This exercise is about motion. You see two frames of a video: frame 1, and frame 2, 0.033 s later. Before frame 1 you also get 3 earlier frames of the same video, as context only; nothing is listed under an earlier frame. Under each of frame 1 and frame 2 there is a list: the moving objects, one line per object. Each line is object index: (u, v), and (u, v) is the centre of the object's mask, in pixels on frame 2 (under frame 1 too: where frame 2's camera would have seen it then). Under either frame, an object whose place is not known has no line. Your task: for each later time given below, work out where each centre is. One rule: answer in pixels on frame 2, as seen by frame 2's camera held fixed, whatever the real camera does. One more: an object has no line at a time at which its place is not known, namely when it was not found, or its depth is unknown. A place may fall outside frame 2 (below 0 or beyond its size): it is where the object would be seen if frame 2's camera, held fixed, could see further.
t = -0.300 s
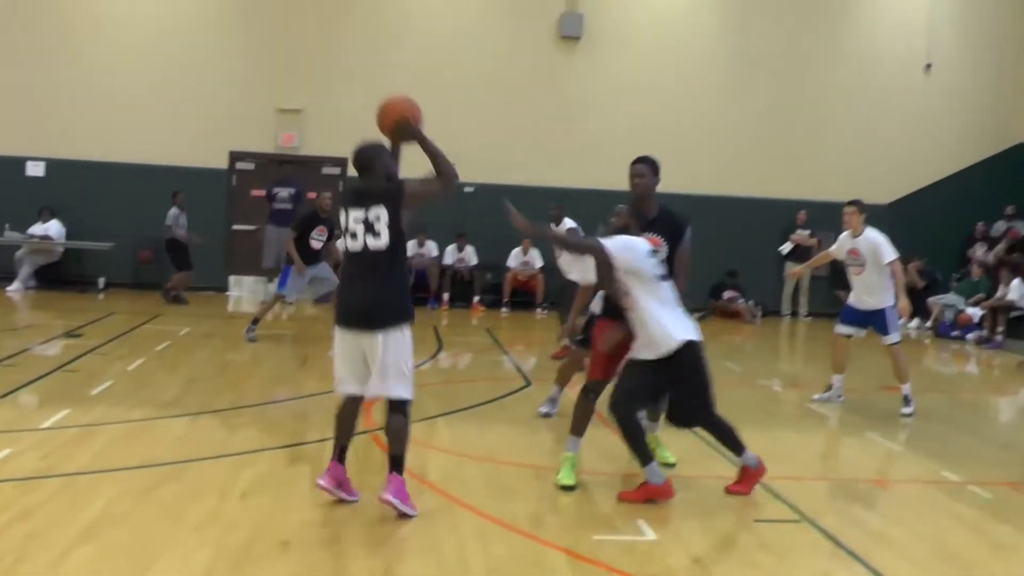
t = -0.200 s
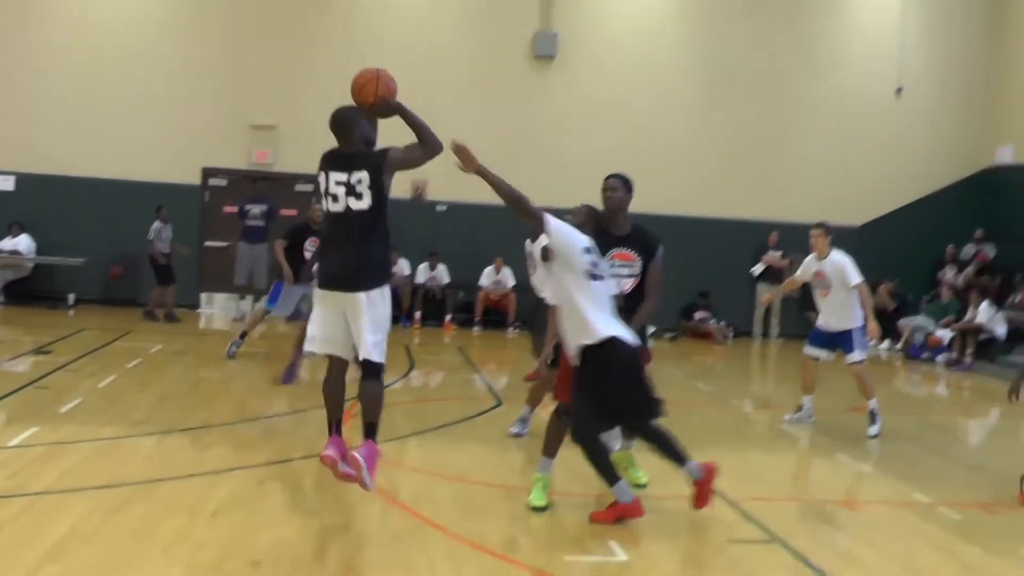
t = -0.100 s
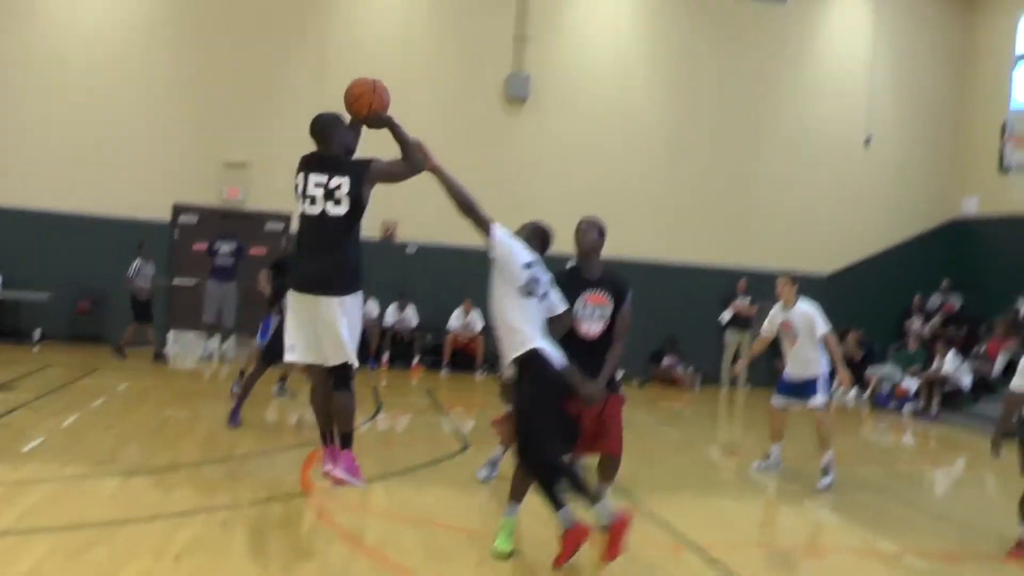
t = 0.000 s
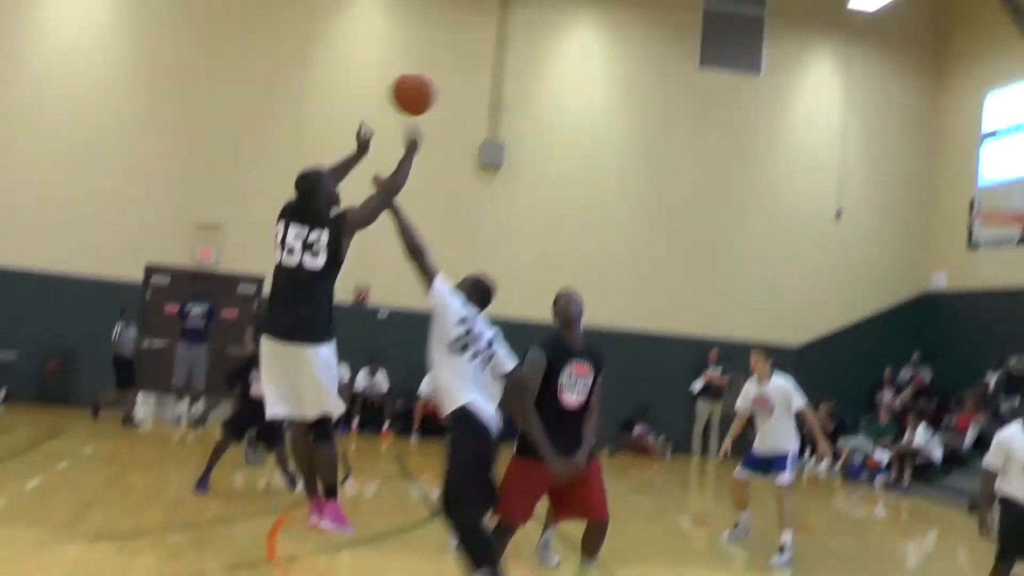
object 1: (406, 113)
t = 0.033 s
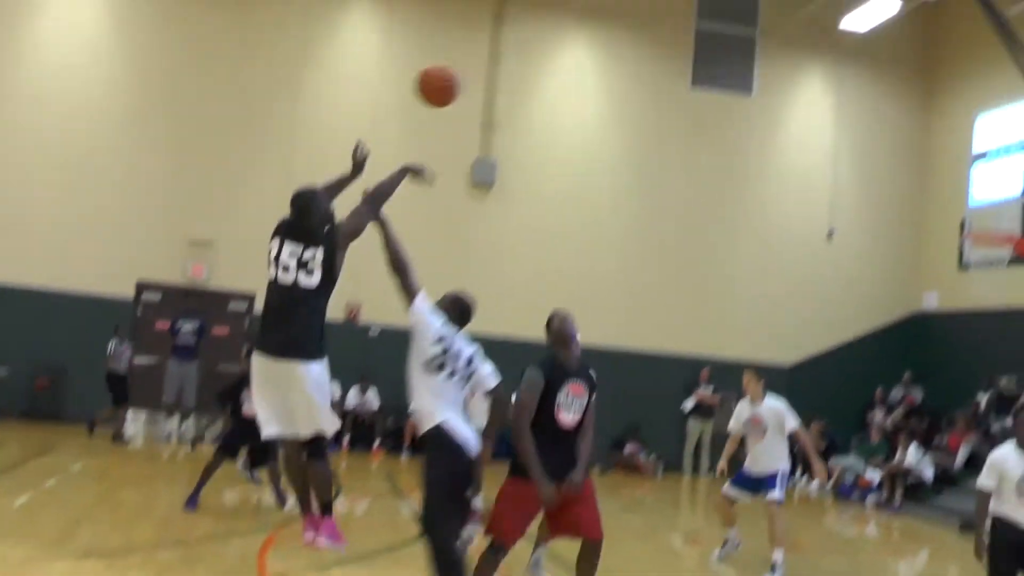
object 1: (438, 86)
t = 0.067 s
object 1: (468, 61)
